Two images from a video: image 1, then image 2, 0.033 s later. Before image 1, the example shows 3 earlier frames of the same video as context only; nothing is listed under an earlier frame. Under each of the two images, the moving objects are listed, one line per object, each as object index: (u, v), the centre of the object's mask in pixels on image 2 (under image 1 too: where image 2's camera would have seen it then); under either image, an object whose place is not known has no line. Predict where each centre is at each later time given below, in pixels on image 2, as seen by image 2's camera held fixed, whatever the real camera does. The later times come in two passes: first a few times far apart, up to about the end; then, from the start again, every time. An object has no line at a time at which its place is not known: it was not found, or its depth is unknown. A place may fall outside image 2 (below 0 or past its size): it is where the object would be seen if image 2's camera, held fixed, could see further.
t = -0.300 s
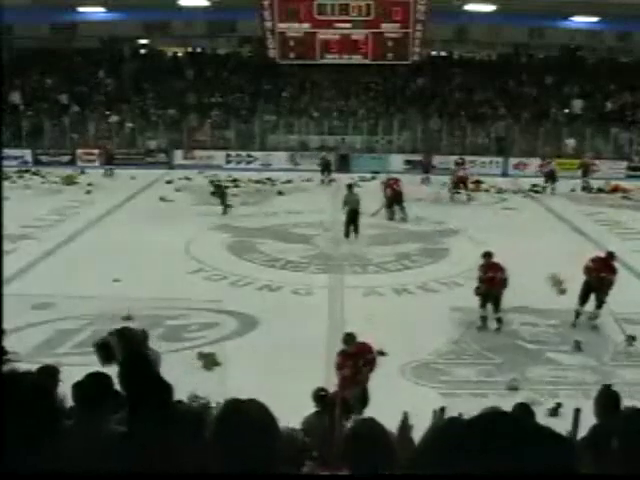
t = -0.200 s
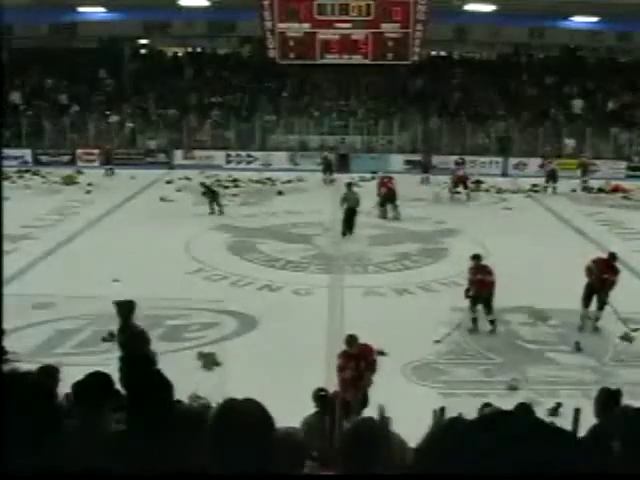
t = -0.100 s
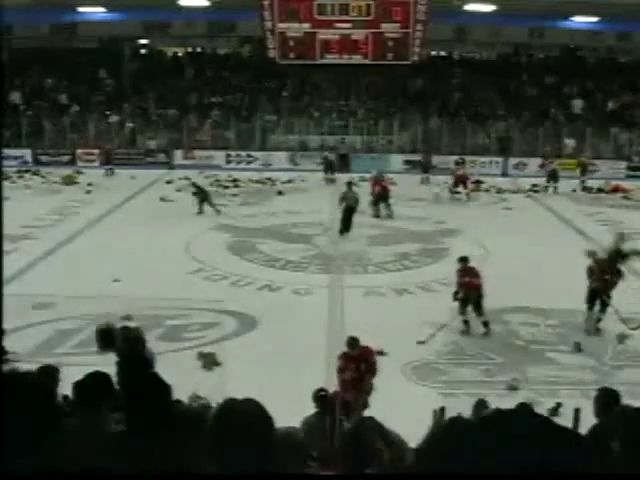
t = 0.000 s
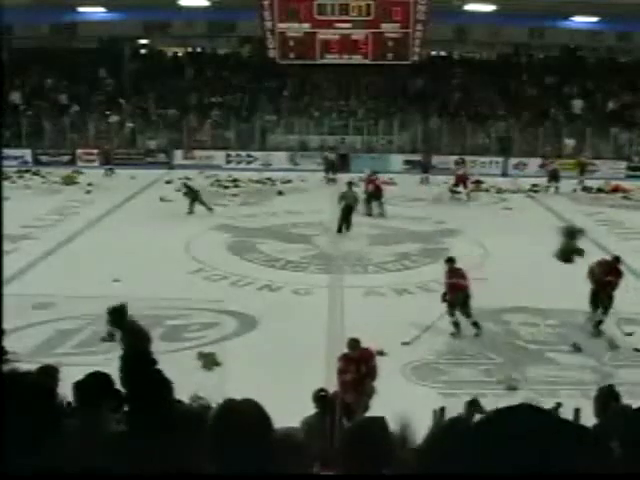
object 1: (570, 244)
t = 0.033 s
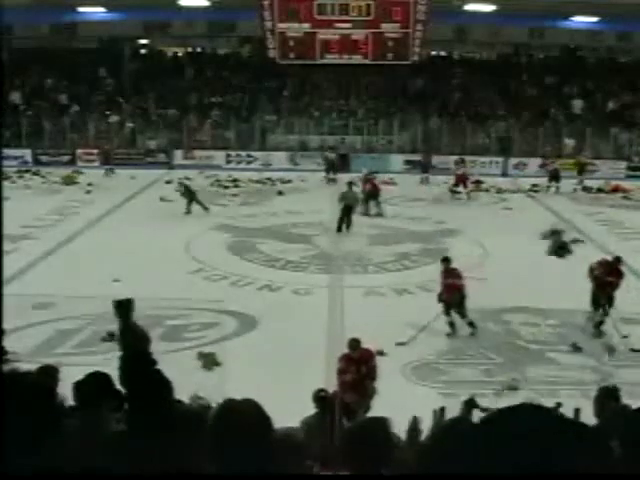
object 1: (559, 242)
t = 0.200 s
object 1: (507, 246)
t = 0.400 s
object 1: (462, 283)
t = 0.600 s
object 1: (425, 336)
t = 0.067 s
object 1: (546, 241)
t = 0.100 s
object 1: (537, 241)
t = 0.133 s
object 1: (527, 242)
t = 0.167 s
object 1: (516, 245)
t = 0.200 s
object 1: (507, 246)
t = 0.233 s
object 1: (497, 253)
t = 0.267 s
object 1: (489, 258)
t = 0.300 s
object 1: (482, 264)
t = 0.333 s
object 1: (475, 269)
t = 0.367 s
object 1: (469, 276)
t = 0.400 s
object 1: (462, 283)
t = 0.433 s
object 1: (456, 291)
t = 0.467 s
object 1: (449, 299)
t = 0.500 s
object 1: (443, 309)
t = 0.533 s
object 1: (436, 318)
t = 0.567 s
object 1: (430, 327)
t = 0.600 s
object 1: (425, 336)
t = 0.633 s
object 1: (420, 346)
